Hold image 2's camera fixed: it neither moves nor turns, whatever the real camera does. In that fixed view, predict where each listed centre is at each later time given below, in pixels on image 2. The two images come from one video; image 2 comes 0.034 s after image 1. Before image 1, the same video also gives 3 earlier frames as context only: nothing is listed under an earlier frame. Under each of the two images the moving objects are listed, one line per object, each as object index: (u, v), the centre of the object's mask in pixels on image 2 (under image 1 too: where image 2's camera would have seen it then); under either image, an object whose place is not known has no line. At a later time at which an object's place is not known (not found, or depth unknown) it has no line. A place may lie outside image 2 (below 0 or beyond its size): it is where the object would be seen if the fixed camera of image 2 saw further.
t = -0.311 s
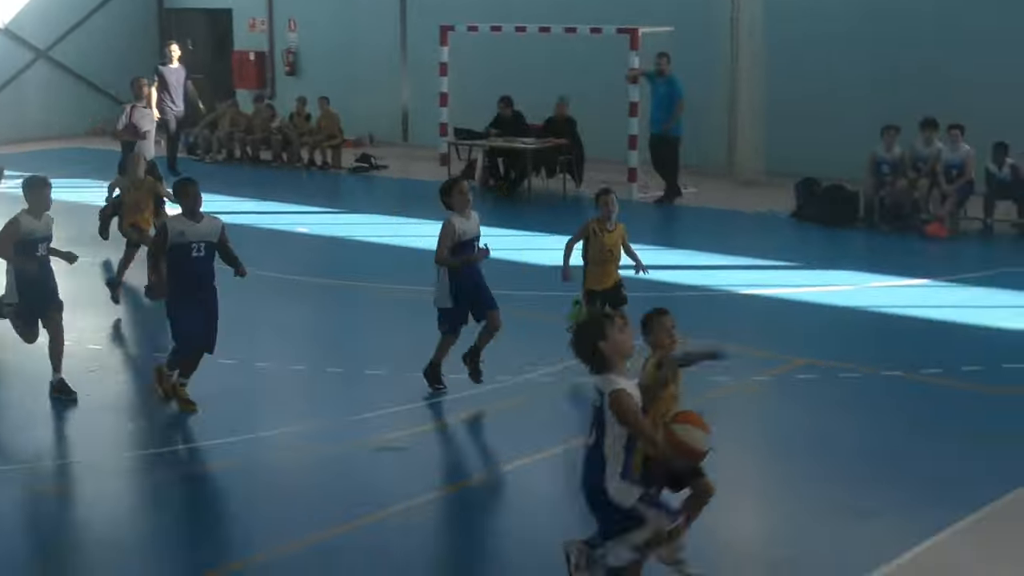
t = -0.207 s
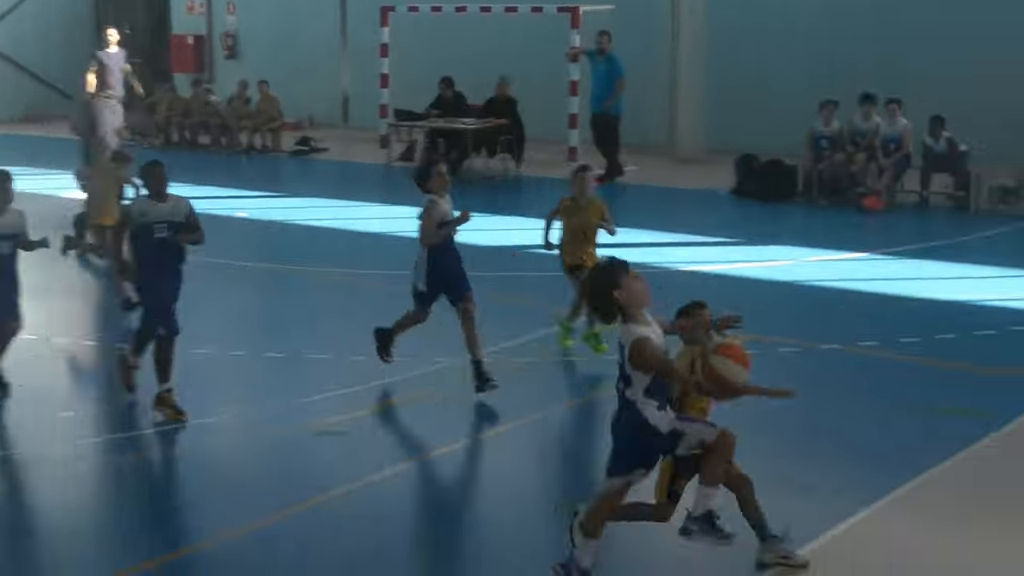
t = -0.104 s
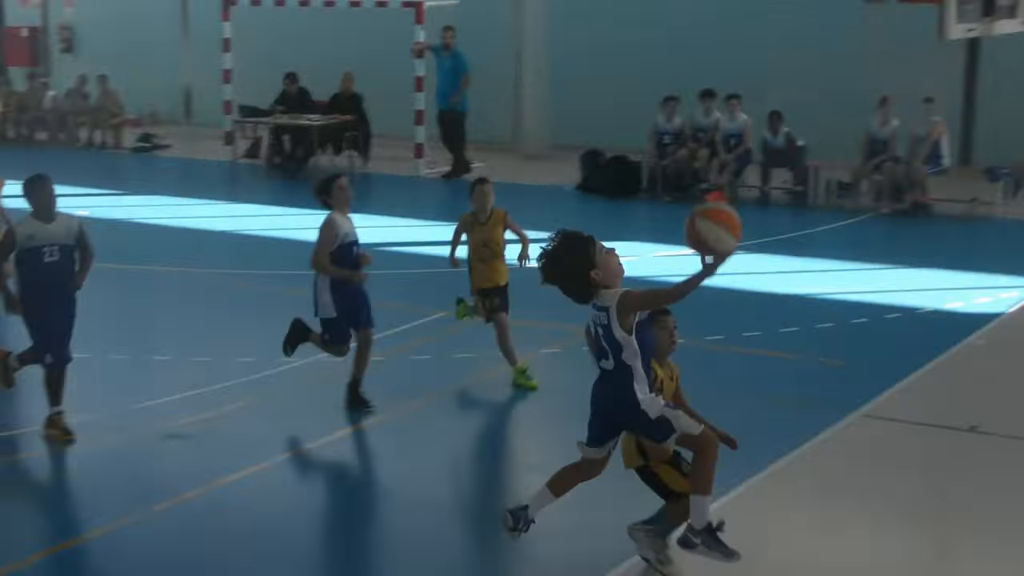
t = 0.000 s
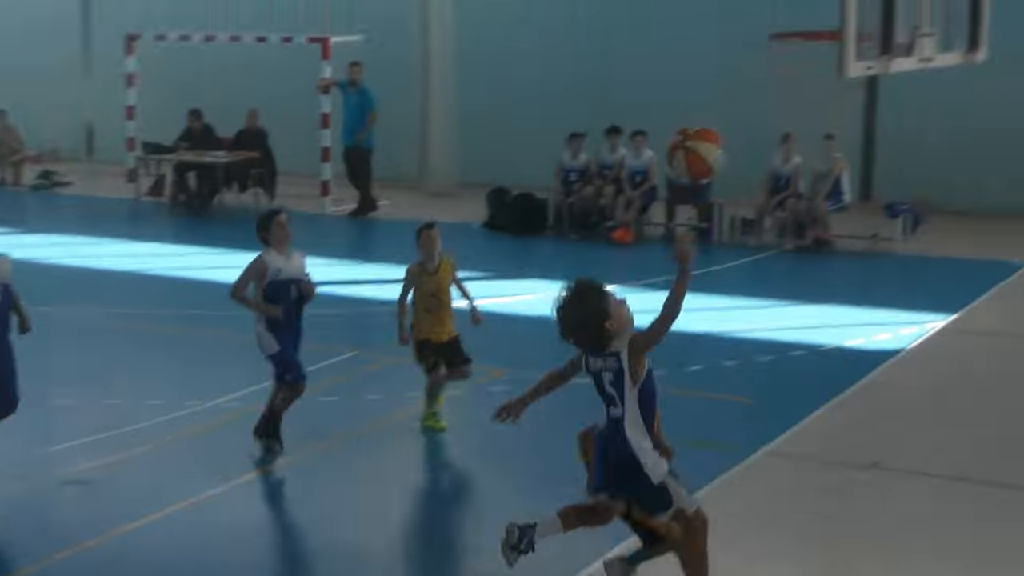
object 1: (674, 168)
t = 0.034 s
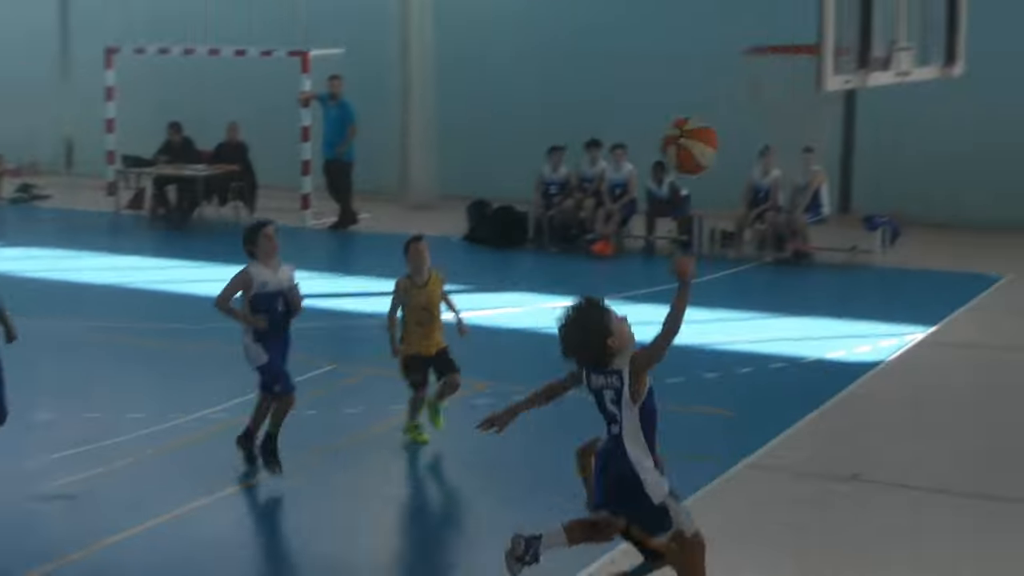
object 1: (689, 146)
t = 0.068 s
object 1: (718, 108)
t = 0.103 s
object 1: (745, 76)
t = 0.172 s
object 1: (789, 35)
